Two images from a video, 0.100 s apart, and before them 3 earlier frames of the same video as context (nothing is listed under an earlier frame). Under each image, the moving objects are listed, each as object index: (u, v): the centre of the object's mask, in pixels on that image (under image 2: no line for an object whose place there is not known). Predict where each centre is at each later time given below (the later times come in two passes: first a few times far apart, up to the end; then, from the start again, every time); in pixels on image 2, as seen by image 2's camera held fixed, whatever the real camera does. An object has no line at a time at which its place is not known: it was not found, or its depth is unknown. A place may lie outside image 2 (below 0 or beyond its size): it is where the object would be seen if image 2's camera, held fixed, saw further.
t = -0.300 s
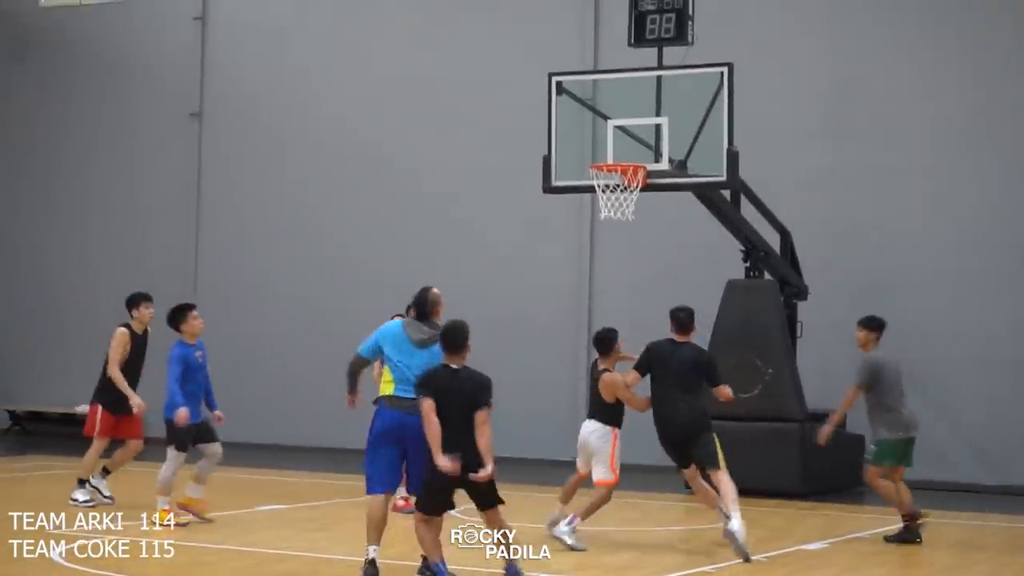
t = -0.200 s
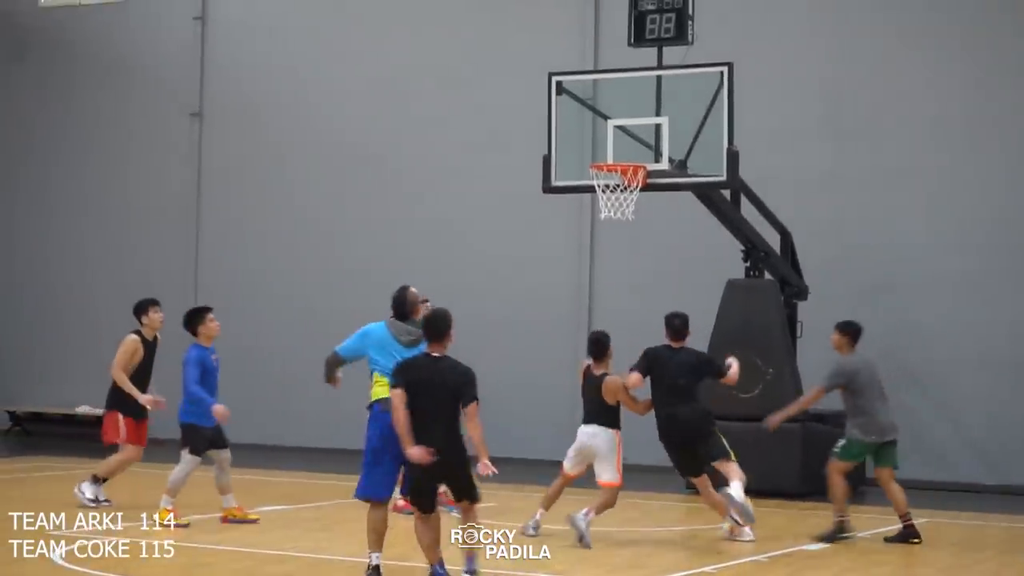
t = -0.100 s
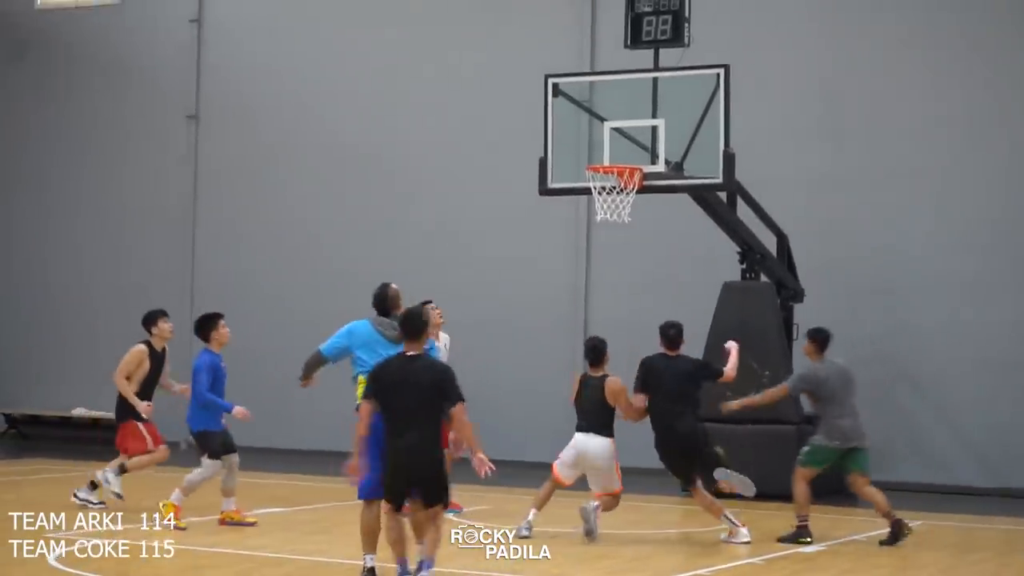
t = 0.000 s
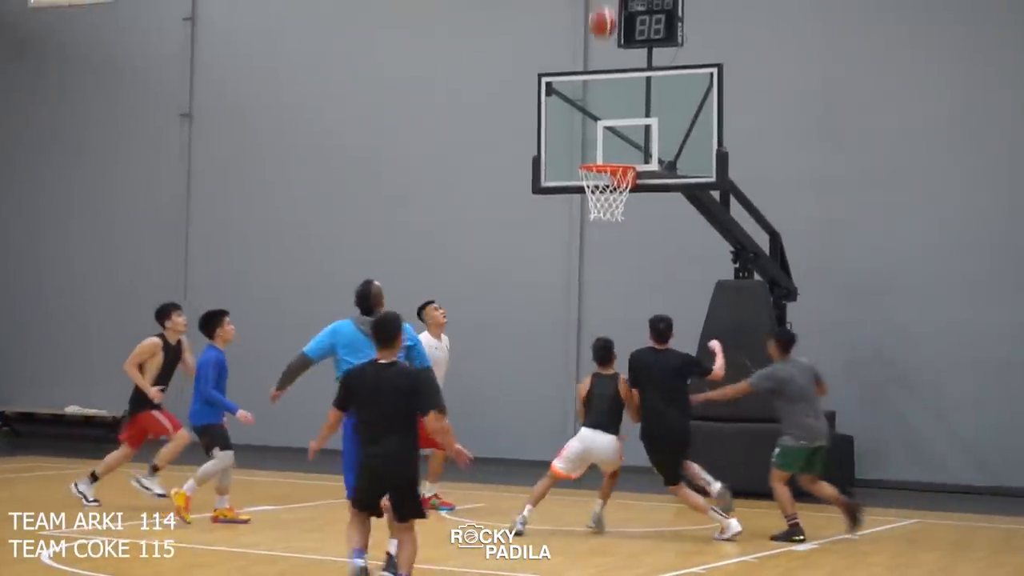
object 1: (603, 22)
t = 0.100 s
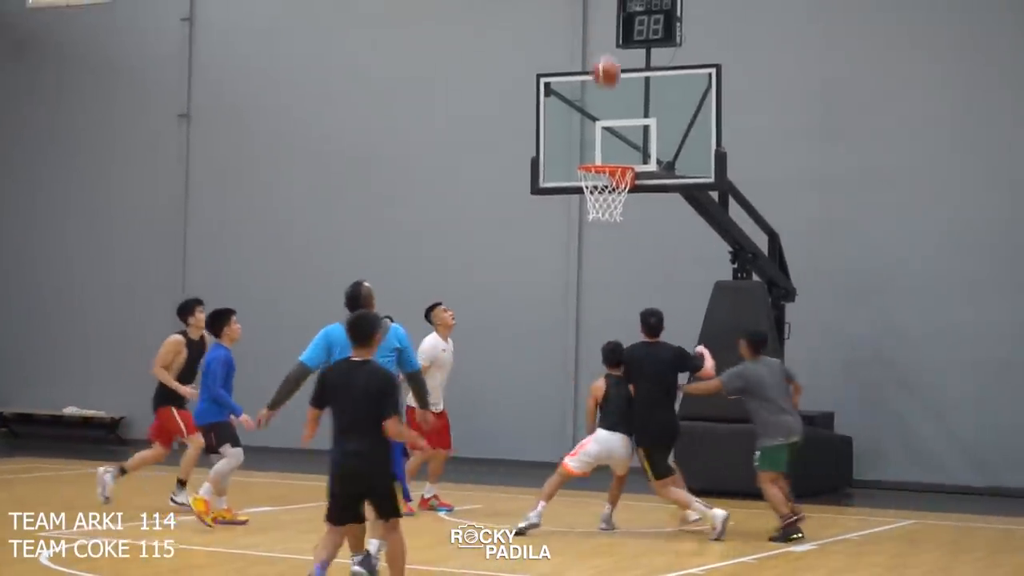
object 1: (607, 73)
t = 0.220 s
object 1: (611, 143)
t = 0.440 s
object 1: (564, 94)
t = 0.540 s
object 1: (537, 75)
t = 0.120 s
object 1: (607, 83)
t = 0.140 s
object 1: (608, 96)
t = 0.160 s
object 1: (608, 105)
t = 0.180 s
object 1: (609, 117)
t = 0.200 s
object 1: (611, 130)
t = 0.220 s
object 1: (611, 143)
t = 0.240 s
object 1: (612, 153)
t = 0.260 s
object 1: (611, 153)
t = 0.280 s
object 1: (606, 150)
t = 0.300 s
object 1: (600, 141)
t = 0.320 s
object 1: (596, 133)
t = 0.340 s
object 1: (590, 125)
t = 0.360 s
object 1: (585, 118)
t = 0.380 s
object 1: (579, 112)
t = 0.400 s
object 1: (574, 105)
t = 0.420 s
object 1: (569, 99)
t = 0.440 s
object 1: (564, 94)
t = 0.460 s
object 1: (559, 90)
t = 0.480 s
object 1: (553, 85)
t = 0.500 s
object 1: (548, 81)
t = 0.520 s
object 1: (542, 78)
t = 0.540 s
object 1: (537, 75)
